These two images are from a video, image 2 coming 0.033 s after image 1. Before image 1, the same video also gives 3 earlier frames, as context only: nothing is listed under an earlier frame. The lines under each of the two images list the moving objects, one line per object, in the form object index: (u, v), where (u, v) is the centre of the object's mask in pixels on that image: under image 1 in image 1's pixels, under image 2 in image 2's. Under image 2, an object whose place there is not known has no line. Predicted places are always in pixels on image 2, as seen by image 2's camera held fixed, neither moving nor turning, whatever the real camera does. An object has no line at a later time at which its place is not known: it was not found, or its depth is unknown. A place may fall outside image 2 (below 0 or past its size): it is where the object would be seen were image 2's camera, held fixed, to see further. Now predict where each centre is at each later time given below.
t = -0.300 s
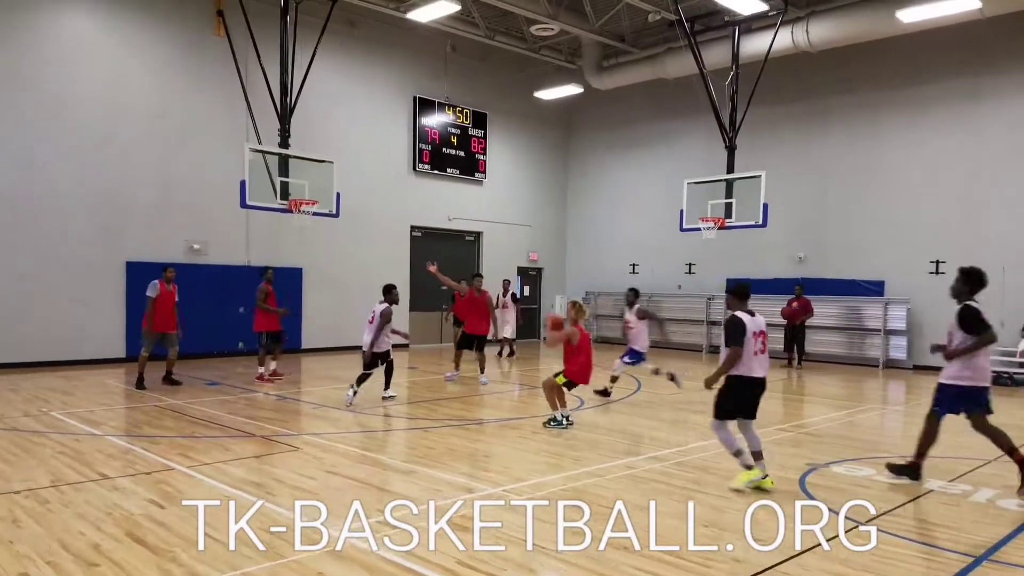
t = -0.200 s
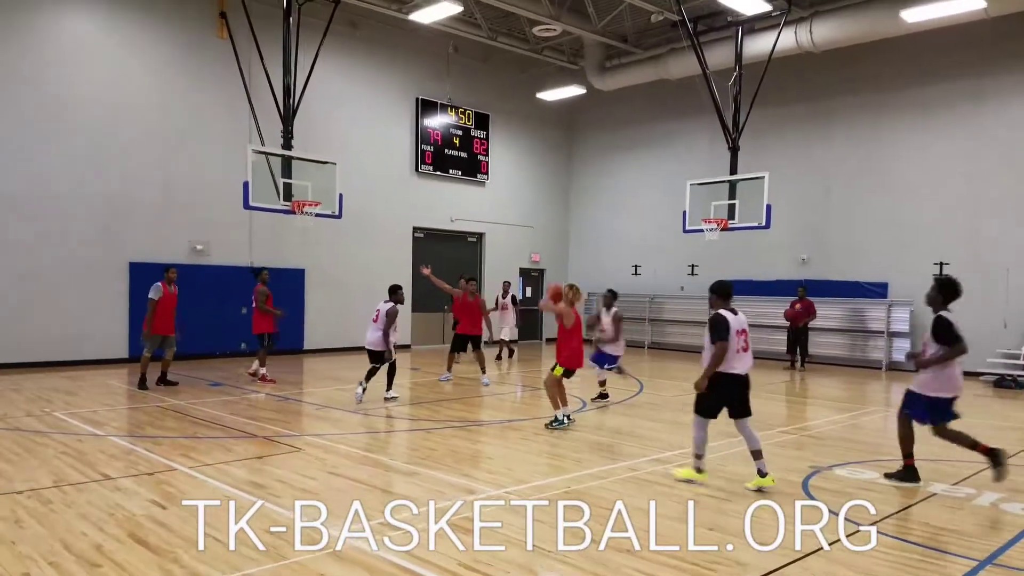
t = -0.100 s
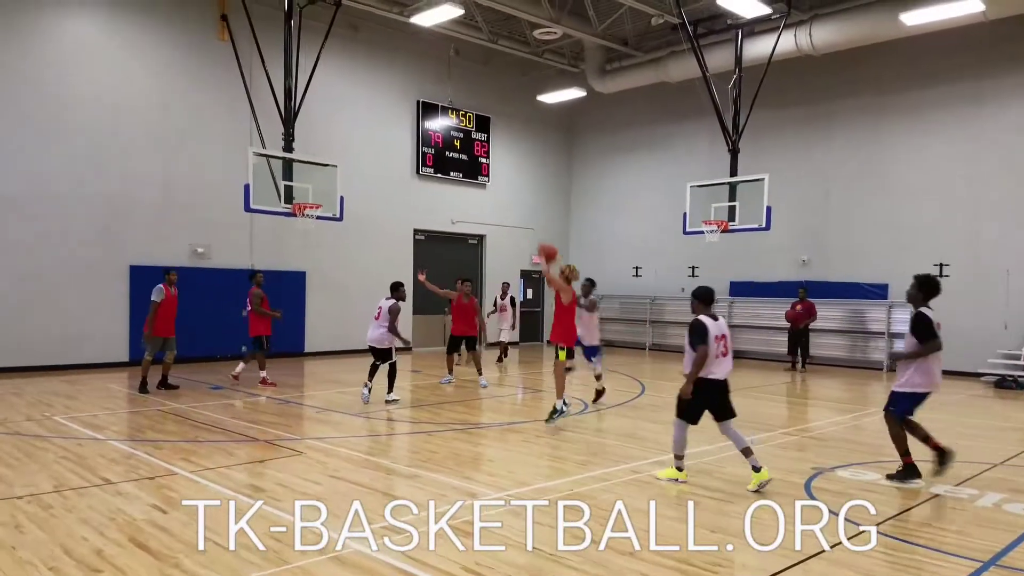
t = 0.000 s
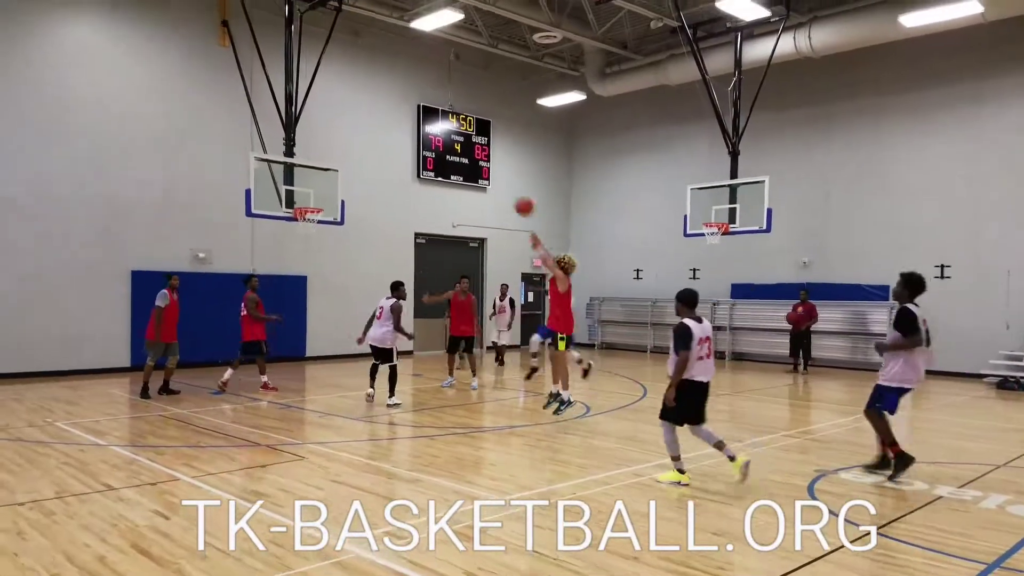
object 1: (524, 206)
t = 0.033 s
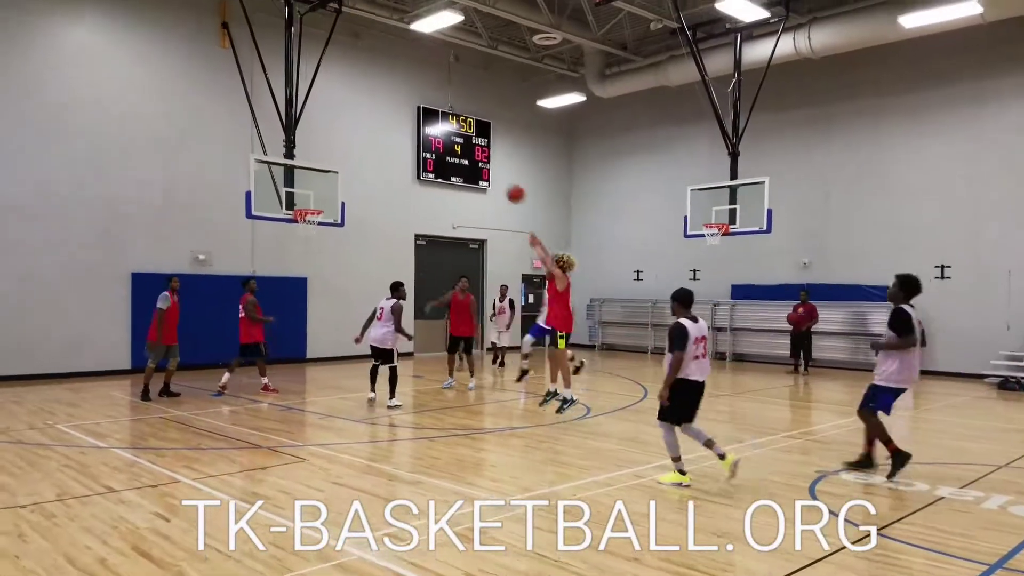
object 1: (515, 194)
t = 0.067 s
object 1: (507, 181)
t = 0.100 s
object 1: (499, 169)
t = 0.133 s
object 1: (491, 157)
